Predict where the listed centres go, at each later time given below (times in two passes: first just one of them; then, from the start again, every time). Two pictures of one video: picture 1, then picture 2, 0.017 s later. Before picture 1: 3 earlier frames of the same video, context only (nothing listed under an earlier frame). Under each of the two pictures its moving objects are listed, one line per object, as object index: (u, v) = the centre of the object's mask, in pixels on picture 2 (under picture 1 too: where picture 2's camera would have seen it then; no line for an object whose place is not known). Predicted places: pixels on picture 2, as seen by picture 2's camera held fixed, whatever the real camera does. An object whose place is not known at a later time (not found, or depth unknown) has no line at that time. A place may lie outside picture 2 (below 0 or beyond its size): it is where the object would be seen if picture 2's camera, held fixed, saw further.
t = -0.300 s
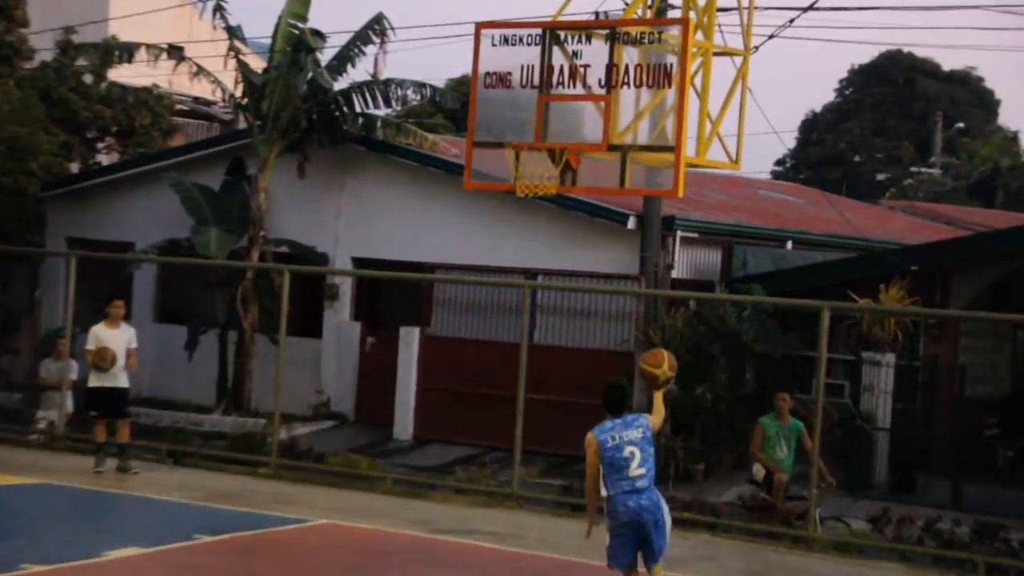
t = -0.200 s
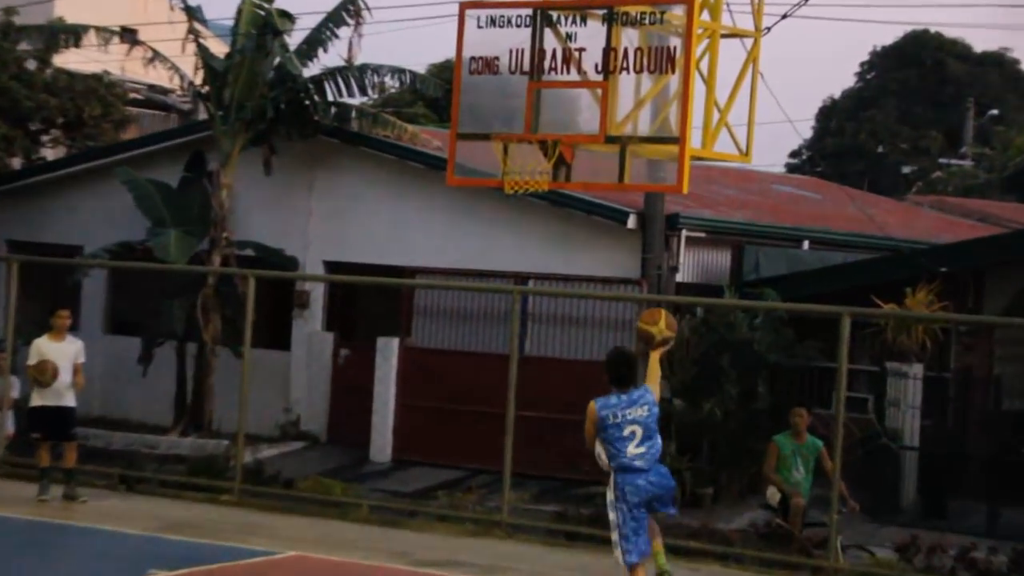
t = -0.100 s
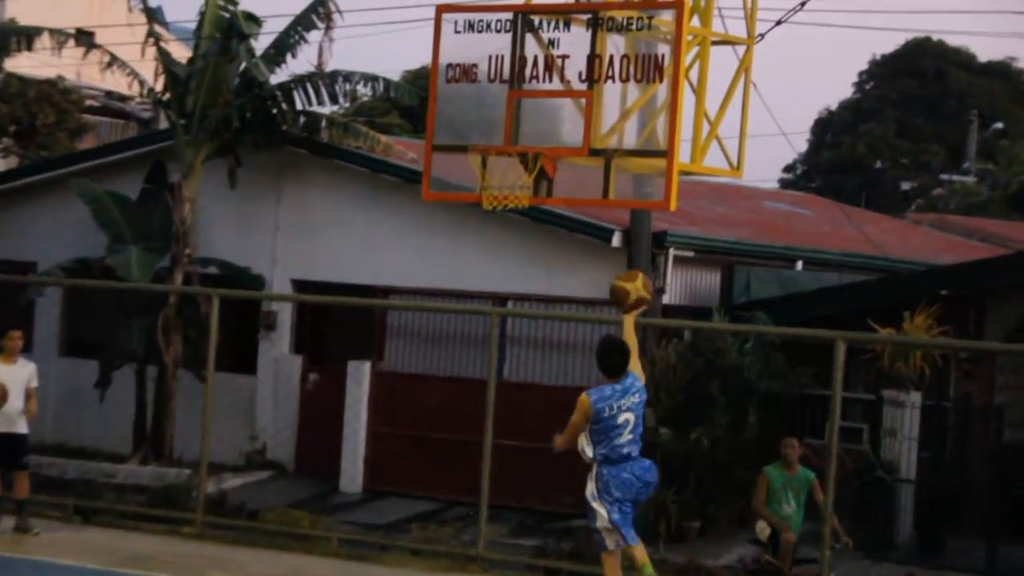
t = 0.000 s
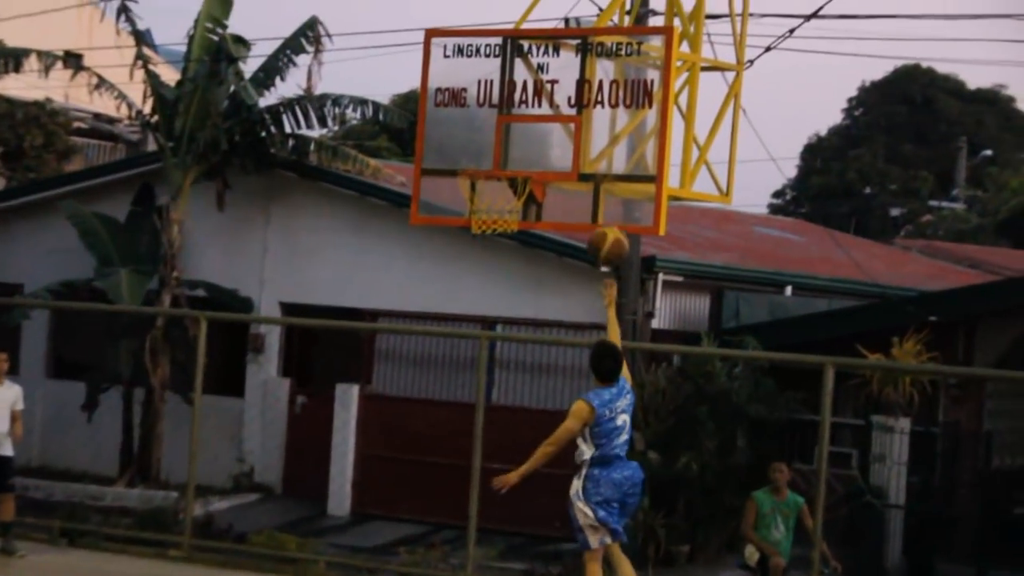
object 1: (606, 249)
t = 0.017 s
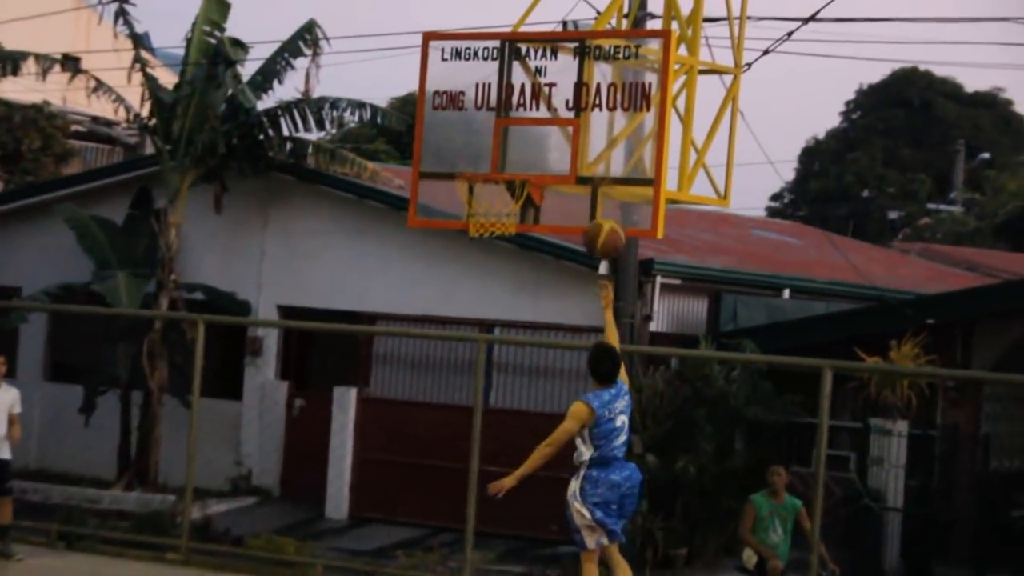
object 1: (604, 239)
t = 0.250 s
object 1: (574, 152)
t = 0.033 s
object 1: (601, 229)
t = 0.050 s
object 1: (599, 220)
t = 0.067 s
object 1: (597, 212)
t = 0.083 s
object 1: (595, 205)
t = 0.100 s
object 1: (593, 197)
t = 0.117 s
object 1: (591, 190)
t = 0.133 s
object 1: (589, 183)
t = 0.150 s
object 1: (587, 177)
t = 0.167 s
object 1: (585, 172)
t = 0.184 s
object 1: (583, 166)
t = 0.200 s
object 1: (581, 162)
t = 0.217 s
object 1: (579, 159)
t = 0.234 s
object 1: (577, 155)
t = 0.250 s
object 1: (574, 152)
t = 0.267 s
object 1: (572, 149)
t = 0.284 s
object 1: (569, 147)
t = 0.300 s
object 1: (568, 145)
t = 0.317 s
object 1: (565, 145)
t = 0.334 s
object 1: (563, 144)
